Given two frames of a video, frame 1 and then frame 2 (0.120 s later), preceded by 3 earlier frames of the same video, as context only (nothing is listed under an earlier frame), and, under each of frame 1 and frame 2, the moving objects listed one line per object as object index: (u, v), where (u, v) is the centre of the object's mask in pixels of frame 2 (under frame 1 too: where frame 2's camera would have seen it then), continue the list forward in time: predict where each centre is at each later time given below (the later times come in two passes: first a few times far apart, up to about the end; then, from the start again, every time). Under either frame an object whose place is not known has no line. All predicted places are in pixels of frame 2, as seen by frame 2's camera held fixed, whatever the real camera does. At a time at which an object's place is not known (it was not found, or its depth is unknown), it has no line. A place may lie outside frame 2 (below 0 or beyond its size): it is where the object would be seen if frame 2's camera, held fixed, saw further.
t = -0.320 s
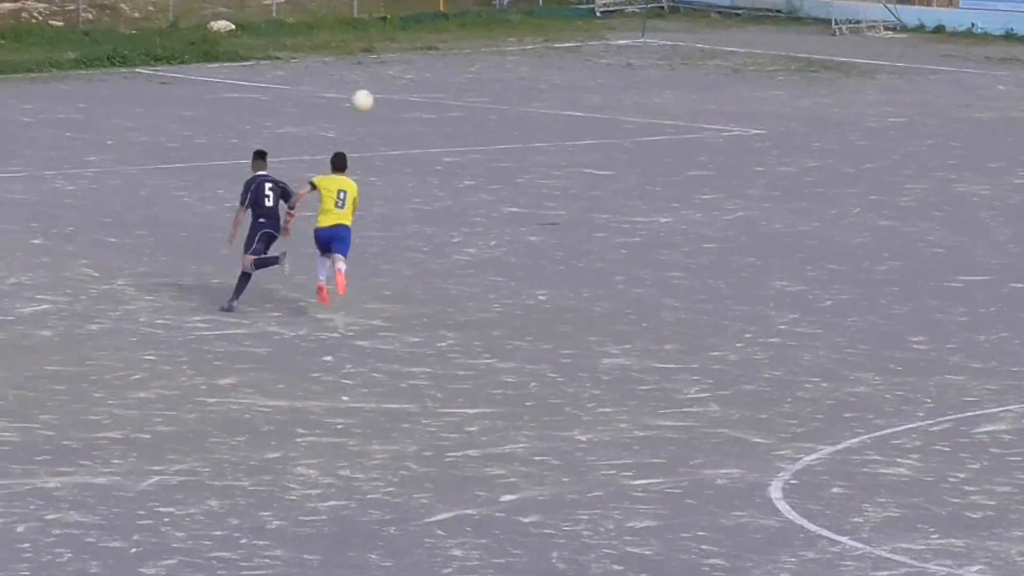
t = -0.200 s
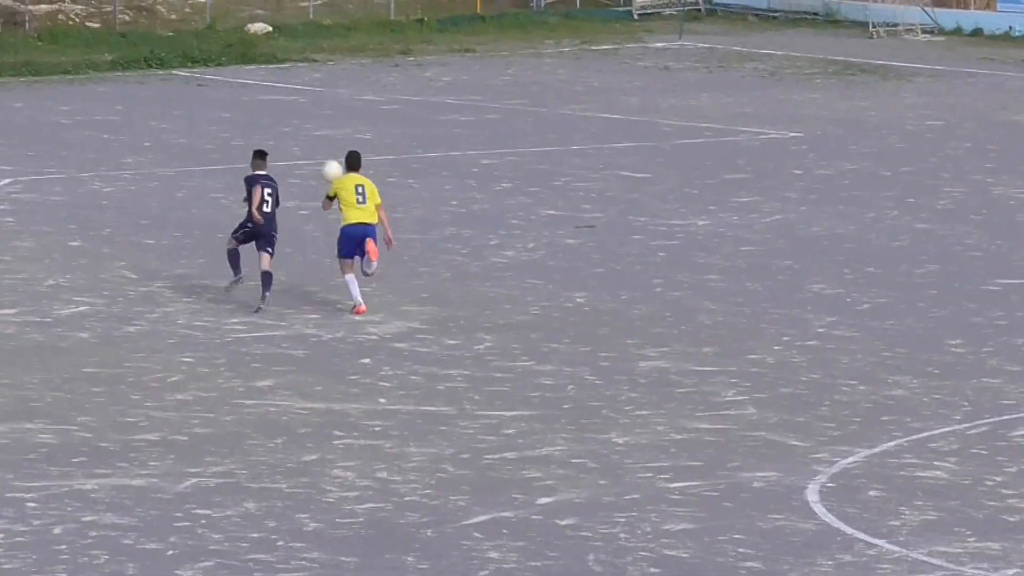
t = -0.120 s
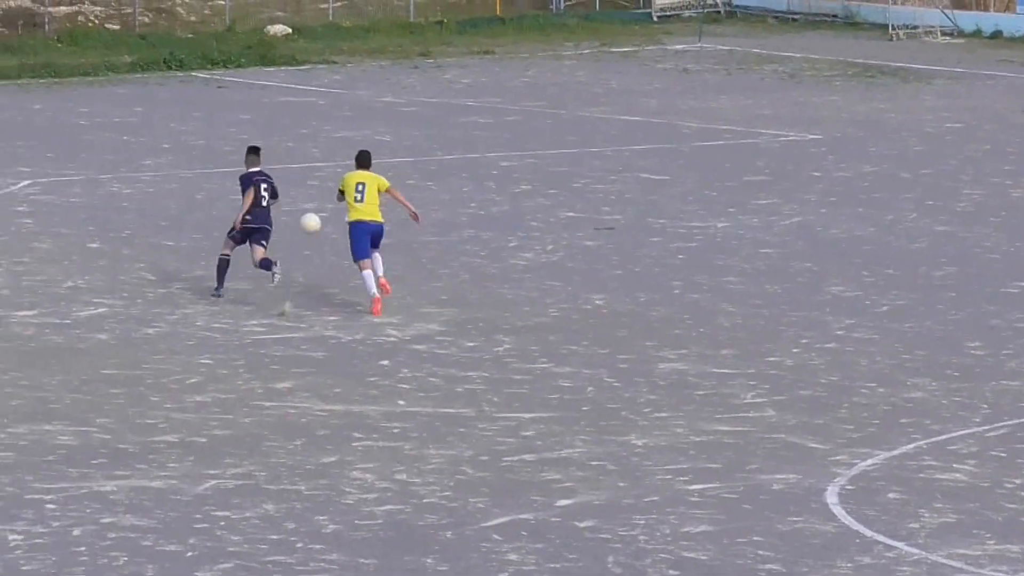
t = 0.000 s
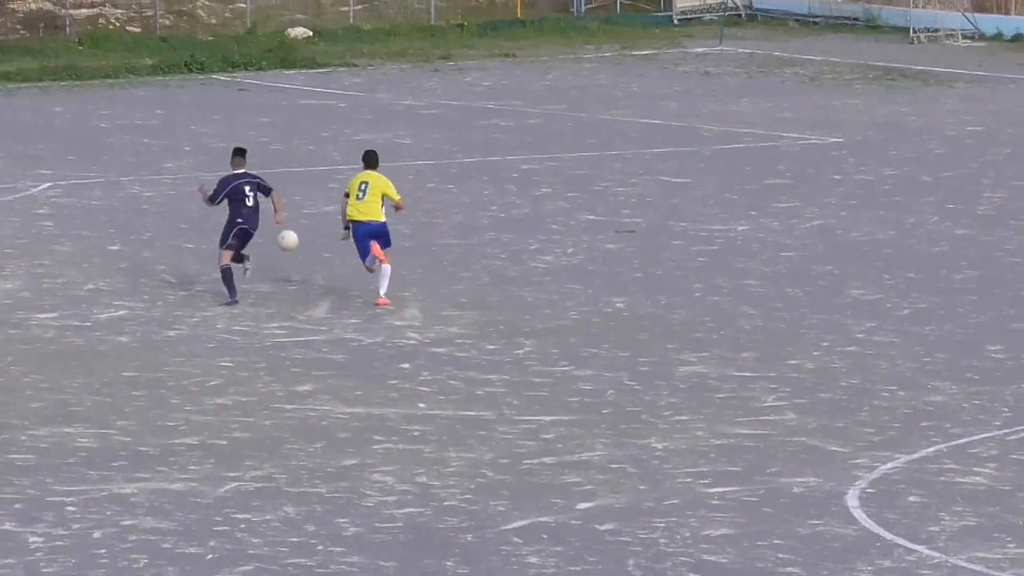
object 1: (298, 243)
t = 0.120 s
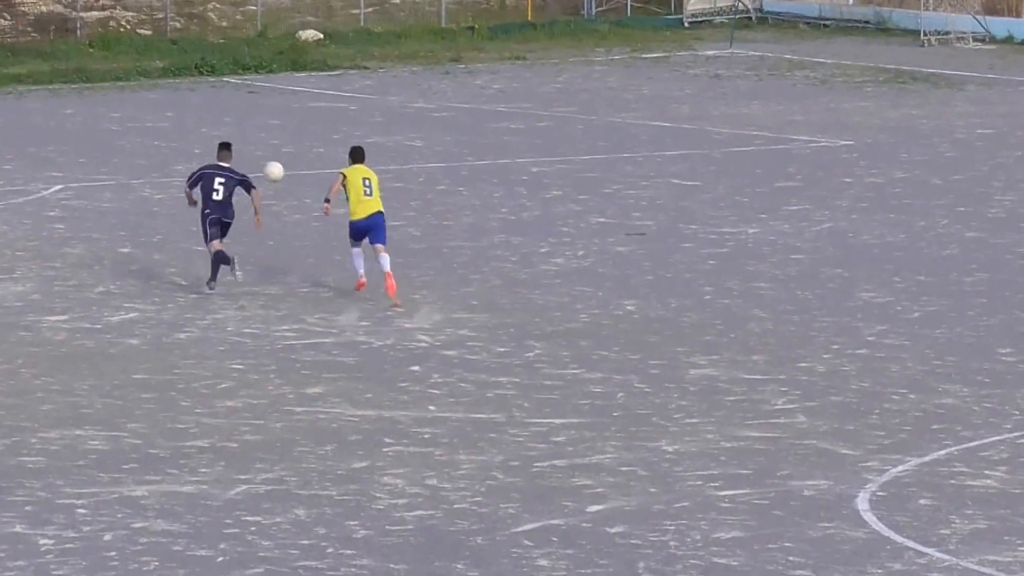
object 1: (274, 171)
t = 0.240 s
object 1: (250, 117)
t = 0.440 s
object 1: (214, 59)
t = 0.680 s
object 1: (175, 41)
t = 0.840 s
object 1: (151, 58)
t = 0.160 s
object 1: (266, 152)
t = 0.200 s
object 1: (258, 134)
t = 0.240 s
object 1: (250, 117)
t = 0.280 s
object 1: (242, 102)
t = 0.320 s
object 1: (235, 88)
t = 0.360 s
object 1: (228, 77)
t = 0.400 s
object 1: (221, 68)
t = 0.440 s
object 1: (214, 59)
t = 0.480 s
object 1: (207, 53)
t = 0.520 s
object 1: (200, 47)
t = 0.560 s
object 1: (193, 43)
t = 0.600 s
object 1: (187, 42)
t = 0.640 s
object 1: (181, 40)
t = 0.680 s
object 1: (175, 41)
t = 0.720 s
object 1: (169, 43)
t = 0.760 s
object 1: (163, 46)
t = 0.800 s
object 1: (157, 52)
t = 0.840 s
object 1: (151, 58)
